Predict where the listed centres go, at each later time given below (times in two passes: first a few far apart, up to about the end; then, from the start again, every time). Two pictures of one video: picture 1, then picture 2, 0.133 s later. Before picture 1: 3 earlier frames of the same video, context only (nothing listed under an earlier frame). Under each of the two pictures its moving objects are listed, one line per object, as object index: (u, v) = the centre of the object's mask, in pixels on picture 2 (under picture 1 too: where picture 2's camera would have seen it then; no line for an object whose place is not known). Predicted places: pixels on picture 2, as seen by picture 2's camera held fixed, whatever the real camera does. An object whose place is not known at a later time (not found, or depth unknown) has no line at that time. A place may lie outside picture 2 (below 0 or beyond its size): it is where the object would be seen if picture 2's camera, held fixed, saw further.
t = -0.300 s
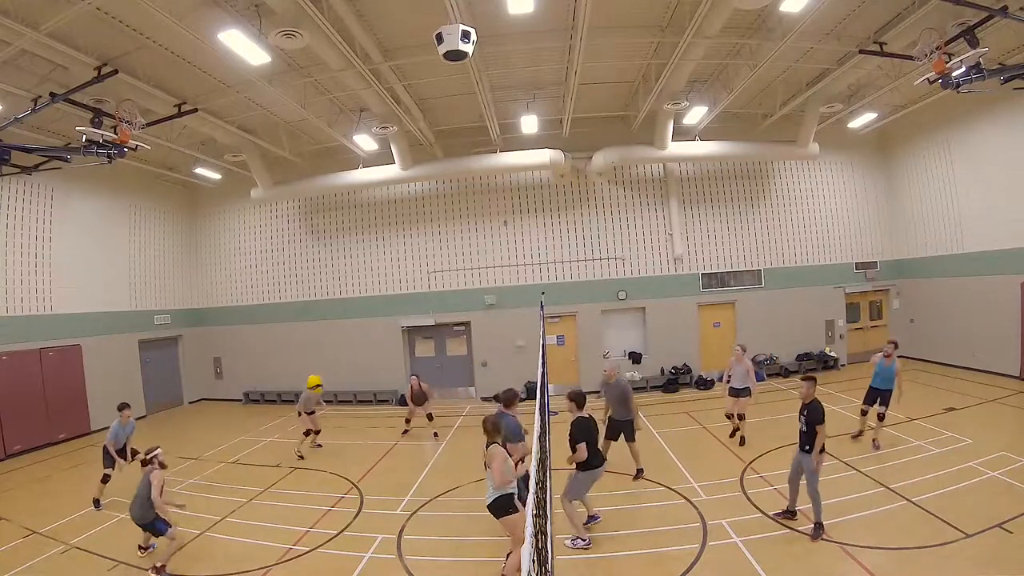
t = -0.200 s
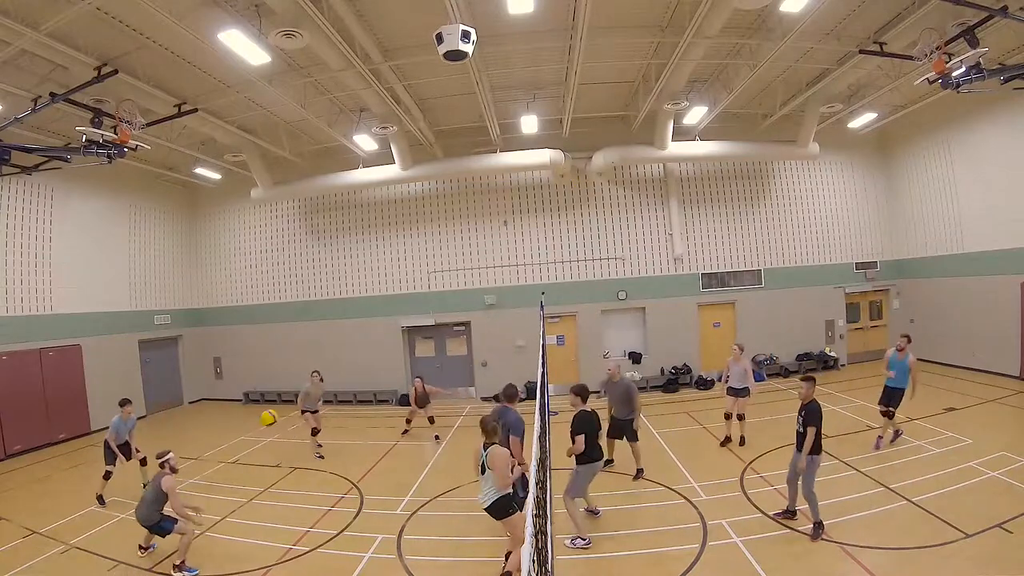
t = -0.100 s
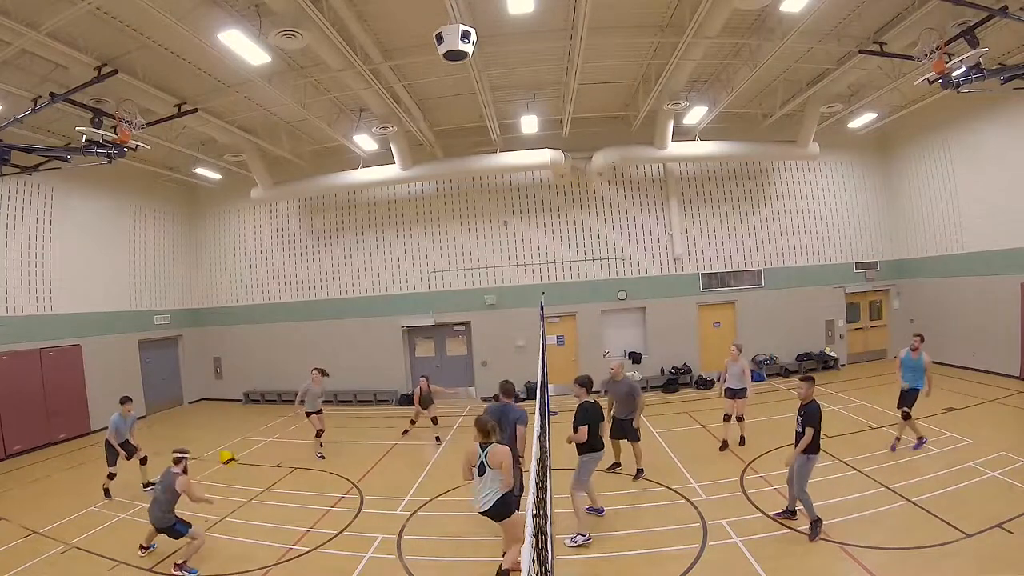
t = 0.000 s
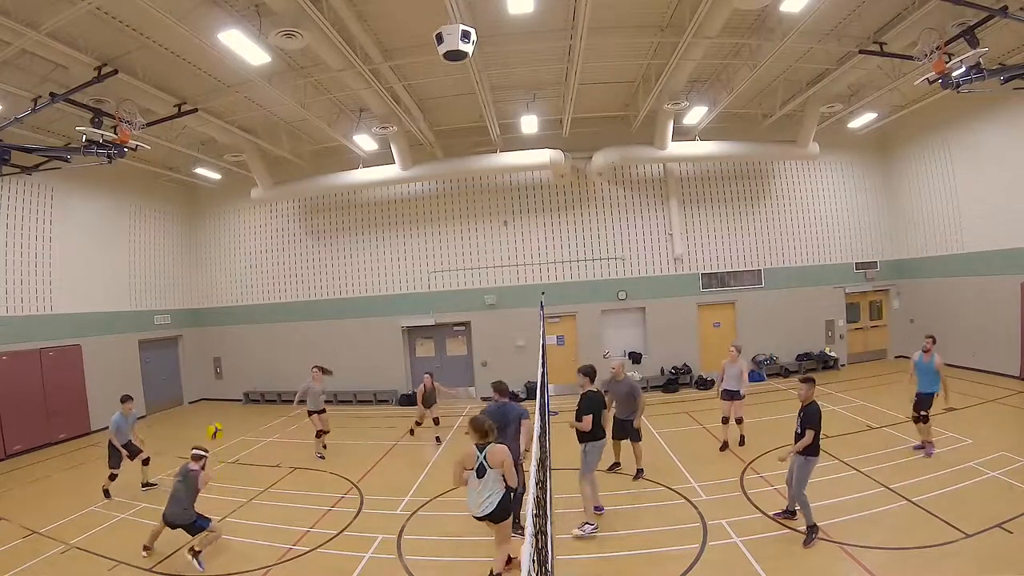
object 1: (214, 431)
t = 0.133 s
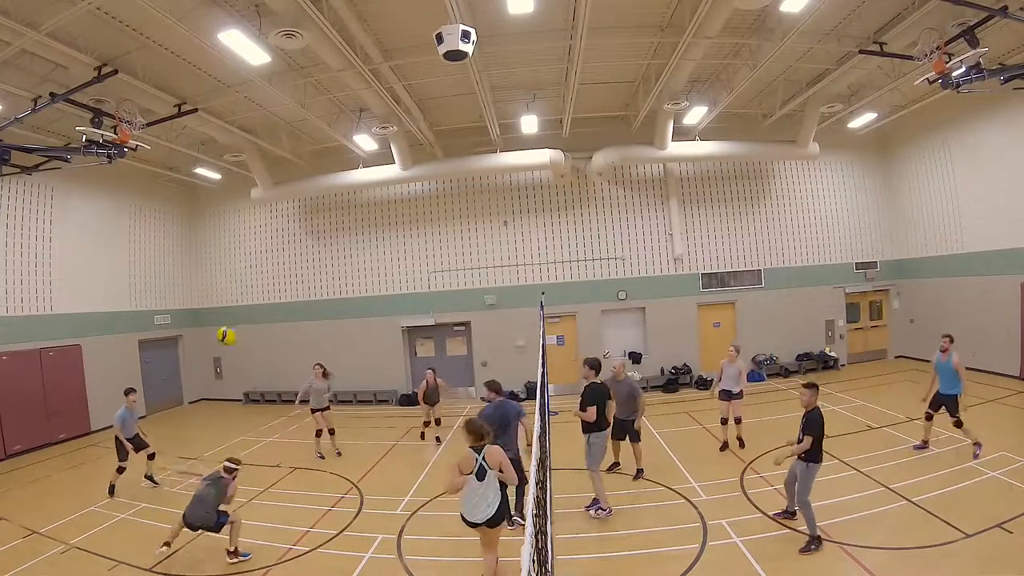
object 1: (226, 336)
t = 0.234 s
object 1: (239, 273)
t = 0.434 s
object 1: (271, 168)
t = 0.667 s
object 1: (312, 93)
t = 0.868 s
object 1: (348, 66)
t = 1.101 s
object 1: (390, 71)
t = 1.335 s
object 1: (437, 126)
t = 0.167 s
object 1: (230, 314)
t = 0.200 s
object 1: (234, 292)
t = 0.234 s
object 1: (239, 273)
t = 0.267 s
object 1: (243, 253)
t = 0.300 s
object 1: (249, 234)
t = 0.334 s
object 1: (254, 215)
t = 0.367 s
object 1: (259, 198)
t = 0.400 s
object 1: (265, 183)
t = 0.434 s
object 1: (271, 168)
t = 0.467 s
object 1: (276, 155)
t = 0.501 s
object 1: (283, 142)
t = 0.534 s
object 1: (288, 130)
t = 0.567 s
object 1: (294, 119)
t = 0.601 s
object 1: (300, 110)
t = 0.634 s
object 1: (307, 101)
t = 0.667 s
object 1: (312, 93)
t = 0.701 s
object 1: (318, 87)
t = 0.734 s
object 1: (324, 81)
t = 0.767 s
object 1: (330, 75)
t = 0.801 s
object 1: (336, 71)
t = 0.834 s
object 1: (342, 67)
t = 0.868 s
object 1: (348, 66)
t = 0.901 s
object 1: (354, 63)
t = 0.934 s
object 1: (359, 63)
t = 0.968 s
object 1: (366, 62)
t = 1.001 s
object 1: (371, 63)
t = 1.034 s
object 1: (378, 65)
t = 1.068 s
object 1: (384, 68)
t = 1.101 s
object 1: (390, 71)
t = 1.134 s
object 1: (396, 75)
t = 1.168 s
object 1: (403, 81)
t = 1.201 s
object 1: (409, 87)
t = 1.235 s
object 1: (416, 96)
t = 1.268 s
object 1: (423, 105)
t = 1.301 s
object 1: (430, 115)
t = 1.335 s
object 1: (437, 126)
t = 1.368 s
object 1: (444, 139)
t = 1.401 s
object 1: (451, 152)
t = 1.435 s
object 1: (459, 168)
